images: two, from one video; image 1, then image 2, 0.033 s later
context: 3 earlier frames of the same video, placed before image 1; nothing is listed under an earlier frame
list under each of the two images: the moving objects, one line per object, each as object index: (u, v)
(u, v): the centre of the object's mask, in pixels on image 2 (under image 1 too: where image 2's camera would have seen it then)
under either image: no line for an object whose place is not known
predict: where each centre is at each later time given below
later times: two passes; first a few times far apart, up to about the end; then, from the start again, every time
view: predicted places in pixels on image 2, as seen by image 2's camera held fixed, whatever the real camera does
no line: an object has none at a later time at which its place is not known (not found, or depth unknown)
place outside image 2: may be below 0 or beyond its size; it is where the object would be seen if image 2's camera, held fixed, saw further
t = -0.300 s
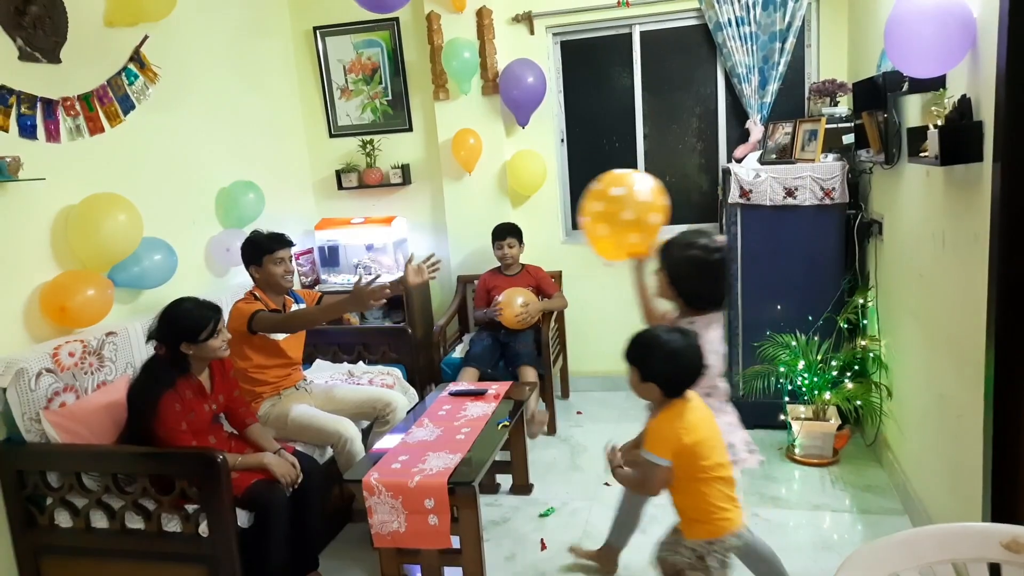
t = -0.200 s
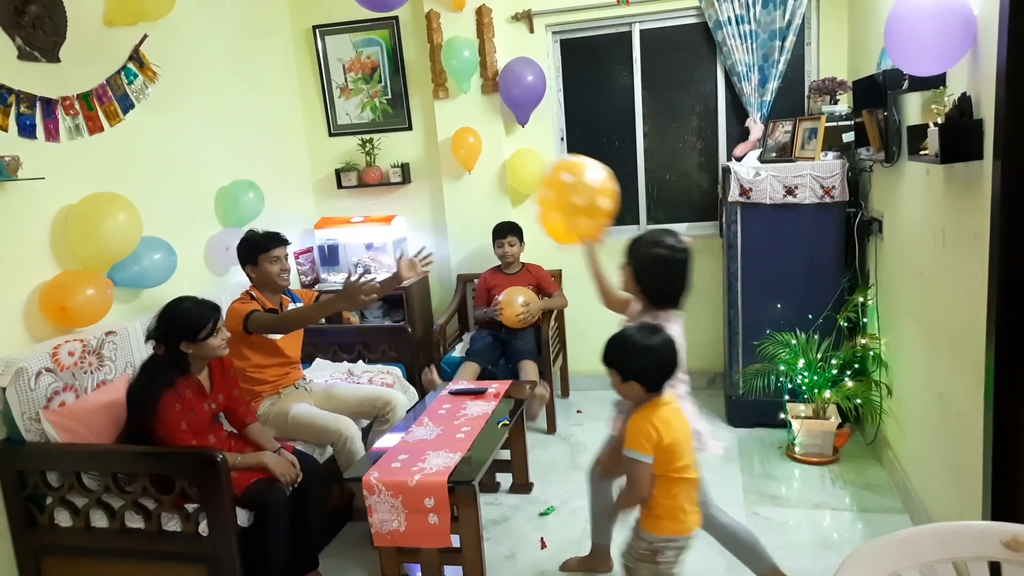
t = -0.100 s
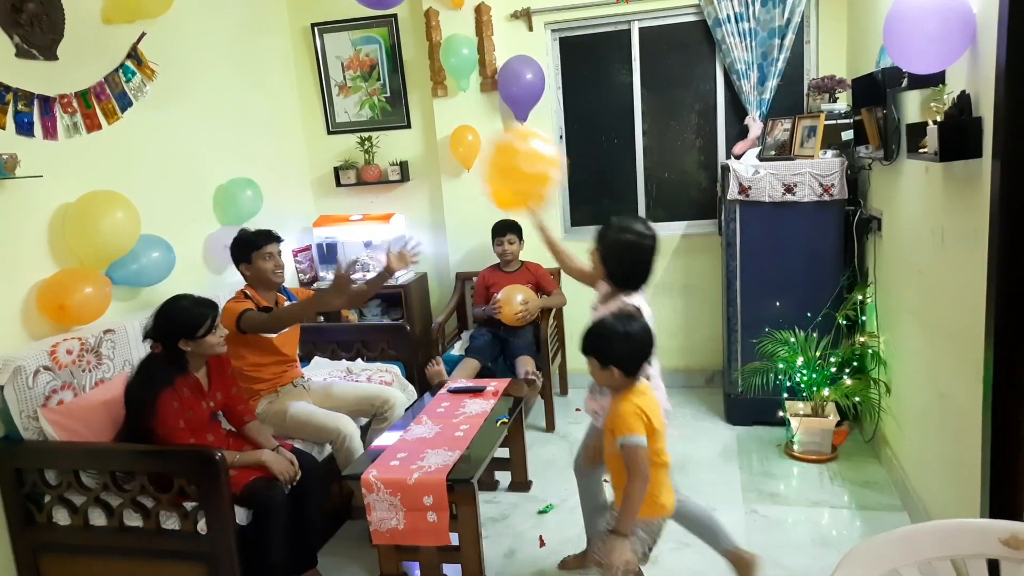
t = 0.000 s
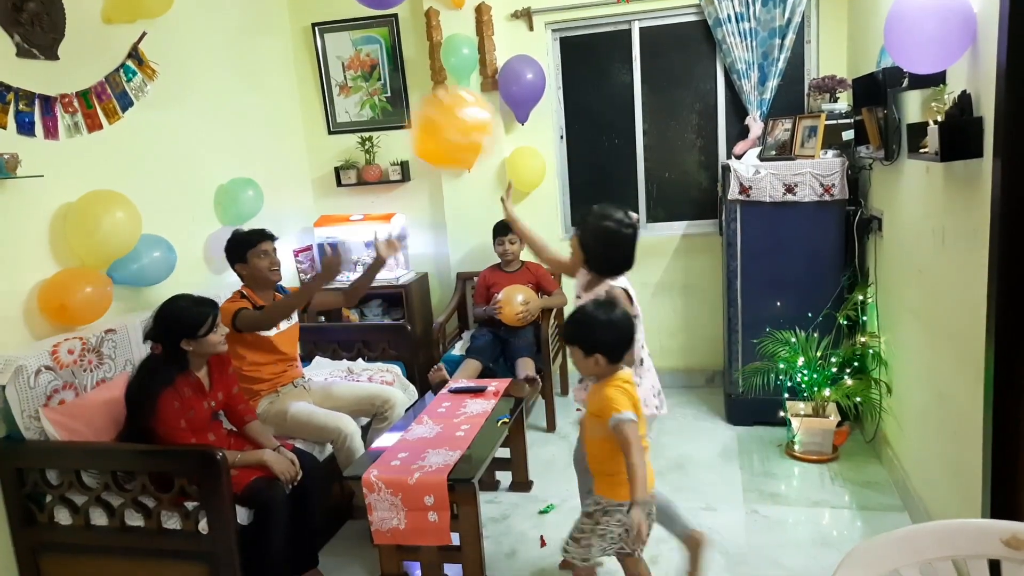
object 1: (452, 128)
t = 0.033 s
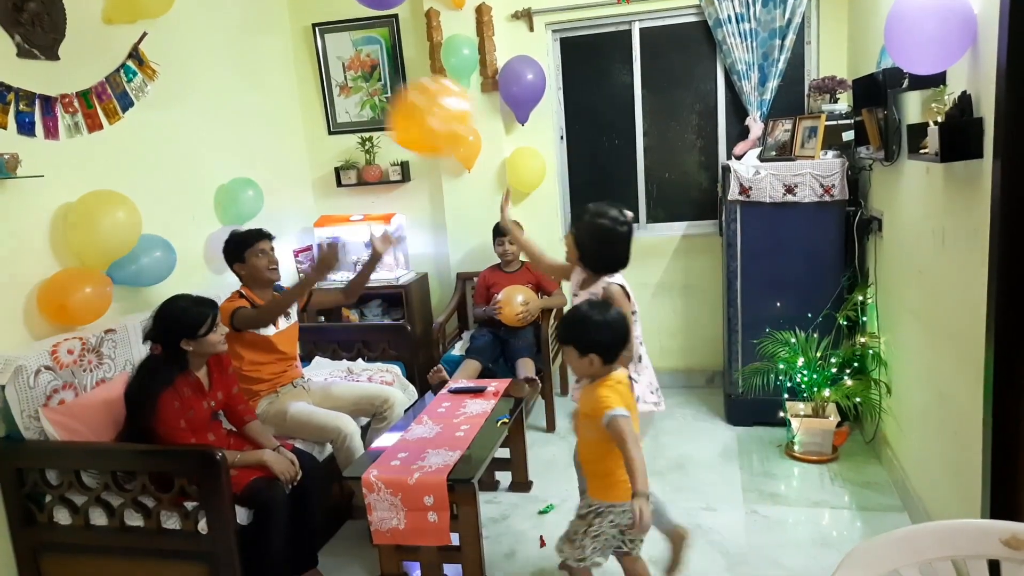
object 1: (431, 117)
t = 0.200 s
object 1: (353, 75)
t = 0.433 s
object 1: (285, 60)
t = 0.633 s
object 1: (260, 66)
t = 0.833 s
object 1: (244, 76)
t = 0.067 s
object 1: (412, 106)
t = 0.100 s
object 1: (395, 96)
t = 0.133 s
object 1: (380, 88)
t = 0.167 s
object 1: (366, 81)
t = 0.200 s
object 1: (353, 75)
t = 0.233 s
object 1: (340, 70)
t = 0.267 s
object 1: (328, 65)
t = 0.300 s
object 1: (317, 63)
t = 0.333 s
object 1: (308, 61)
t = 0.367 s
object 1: (299, 60)
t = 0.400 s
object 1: (292, 60)
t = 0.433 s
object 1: (285, 60)
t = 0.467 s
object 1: (280, 60)
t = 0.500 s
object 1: (275, 62)
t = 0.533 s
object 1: (271, 62)
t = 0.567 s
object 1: (267, 63)
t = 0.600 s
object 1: (263, 64)
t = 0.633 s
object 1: (260, 66)
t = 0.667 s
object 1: (257, 67)
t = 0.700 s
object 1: (254, 68)
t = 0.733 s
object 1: (252, 70)
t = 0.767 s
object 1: (249, 72)
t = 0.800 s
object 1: (246, 73)
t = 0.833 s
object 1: (244, 76)
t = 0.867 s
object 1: (241, 78)
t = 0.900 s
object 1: (238, 80)
